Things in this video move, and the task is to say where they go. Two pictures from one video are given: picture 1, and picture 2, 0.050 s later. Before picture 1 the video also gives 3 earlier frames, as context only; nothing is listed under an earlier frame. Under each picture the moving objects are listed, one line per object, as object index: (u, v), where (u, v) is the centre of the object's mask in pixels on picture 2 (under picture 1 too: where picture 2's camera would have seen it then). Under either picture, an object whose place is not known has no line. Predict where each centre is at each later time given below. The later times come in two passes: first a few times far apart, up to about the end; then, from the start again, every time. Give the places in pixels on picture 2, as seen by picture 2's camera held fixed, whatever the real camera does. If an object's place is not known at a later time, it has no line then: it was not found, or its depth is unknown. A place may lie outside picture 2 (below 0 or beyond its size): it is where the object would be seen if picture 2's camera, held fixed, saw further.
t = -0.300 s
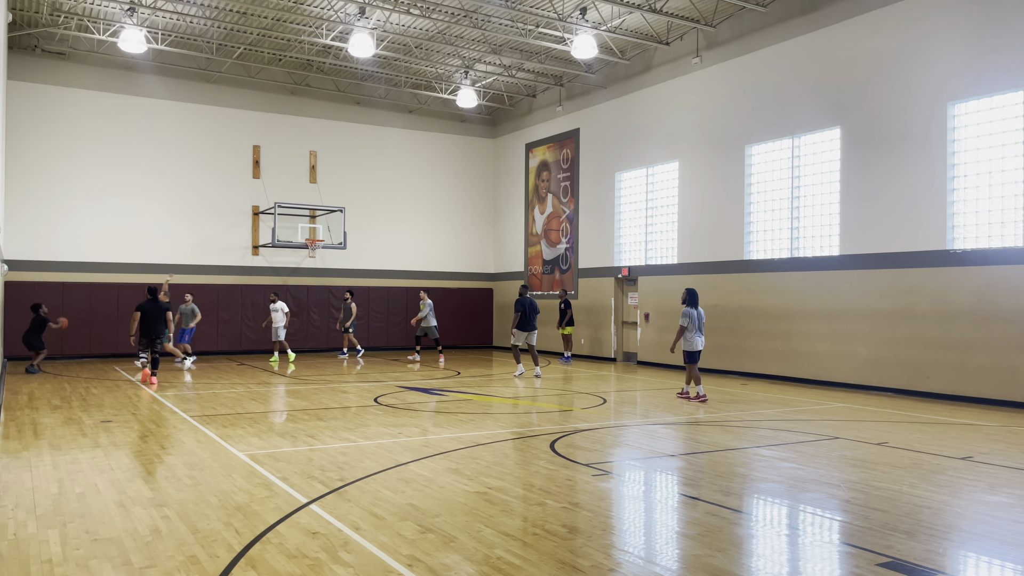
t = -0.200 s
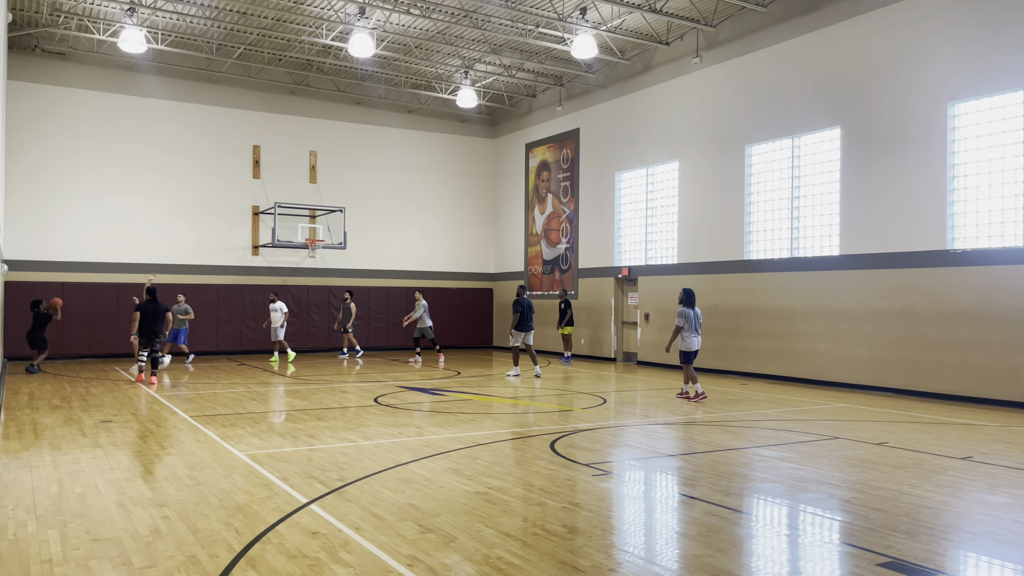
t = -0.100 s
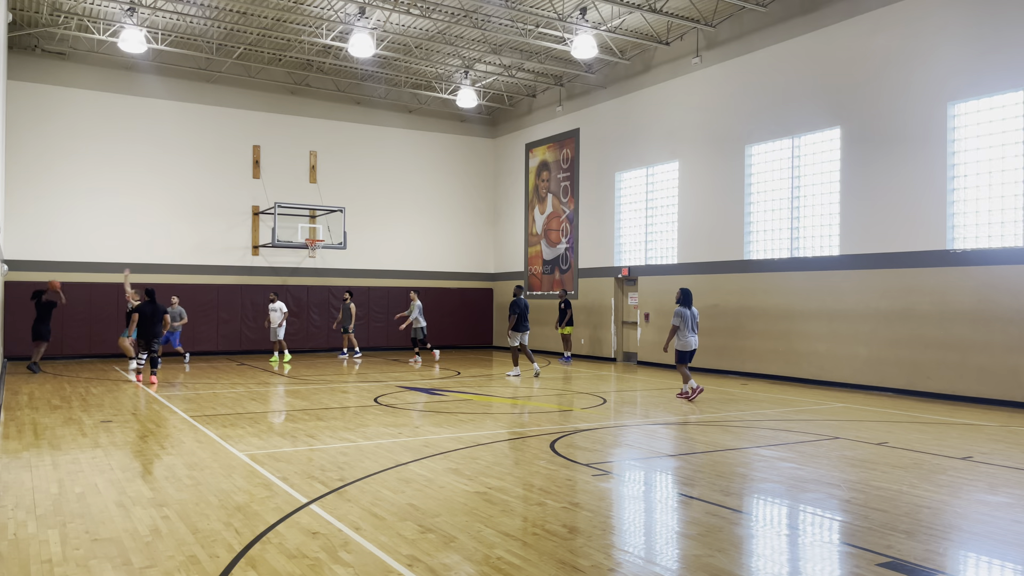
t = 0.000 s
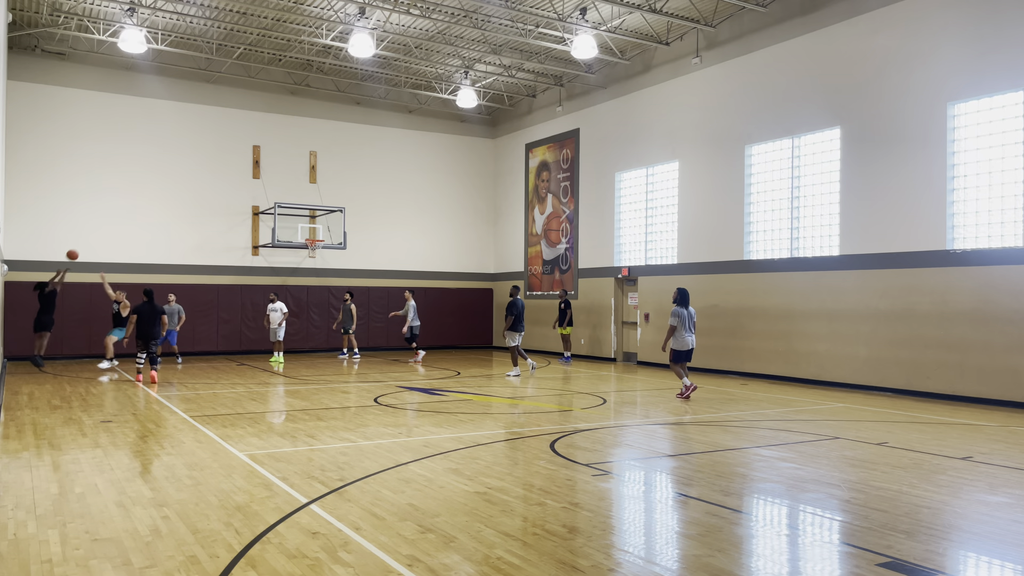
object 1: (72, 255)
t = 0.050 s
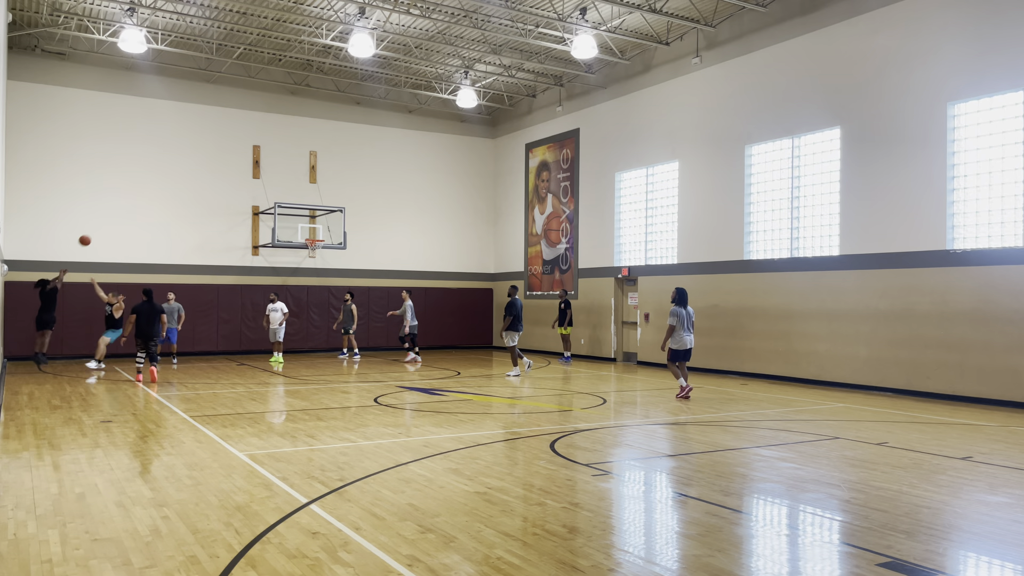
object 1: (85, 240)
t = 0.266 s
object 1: (136, 193)
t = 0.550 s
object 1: (195, 168)
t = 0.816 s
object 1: (246, 174)
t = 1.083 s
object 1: (291, 208)
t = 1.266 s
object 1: (320, 243)
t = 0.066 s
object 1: (89, 236)
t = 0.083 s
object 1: (93, 231)
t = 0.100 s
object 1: (97, 227)
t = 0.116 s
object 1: (101, 223)
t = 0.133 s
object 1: (105, 219)
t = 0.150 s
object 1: (109, 215)
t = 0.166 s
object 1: (113, 212)
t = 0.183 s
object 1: (117, 208)
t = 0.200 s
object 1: (121, 205)
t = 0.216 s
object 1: (124, 202)
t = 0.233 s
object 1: (128, 199)
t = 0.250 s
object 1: (132, 196)
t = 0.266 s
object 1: (136, 193)
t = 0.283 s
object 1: (139, 191)
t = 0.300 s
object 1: (143, 188)
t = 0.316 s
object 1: (147, 186)
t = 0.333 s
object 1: (150, 184)
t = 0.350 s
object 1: (154, 182)
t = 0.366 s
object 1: (157, 180)
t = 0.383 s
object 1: (161, 178)
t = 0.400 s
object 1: (165, 177)
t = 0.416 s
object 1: (168, 175)
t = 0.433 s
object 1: (171, 174)
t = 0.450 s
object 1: (175, 173)
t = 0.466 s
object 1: (178, 171)
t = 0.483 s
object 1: (182, 170)
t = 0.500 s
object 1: (185, 170)
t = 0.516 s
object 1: (189, 169)
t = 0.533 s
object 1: (192, 168)
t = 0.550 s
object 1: (195, 168)
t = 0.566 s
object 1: (199, 167)
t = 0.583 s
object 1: (202, 167)
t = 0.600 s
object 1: (205, 166)
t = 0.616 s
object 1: (208, 166)
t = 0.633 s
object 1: (212, 166)
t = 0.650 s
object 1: (215, 167)
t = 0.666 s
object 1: (218, 167)
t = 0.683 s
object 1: (221, 167)
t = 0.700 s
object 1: (224, 168)
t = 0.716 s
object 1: (227, 168)
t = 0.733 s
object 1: (231, 169)
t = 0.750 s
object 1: (234, 170)
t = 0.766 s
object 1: (237, 171)
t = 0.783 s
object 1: (240, 172)
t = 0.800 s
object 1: (243, 173)
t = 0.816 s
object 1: (246, 174)
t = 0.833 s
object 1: (249, 176)
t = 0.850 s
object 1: (252, 177)
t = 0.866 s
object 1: (254, 179)
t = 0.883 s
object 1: (258, 181)
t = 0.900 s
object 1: (260, 182)
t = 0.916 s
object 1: (263, 184)
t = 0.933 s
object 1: (266, 186)
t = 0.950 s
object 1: (269, 188)
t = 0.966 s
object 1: (272, 190)
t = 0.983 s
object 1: (274, 193)
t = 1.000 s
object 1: (277, 195)
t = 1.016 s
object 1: (280, 197)
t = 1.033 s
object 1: (283, 200)
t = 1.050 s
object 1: (286, 203)
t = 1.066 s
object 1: (289, 205)
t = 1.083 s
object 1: (291, 208)
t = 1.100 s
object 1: (294, 211)
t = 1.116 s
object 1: (296, 214)
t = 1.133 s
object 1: (299, 217)
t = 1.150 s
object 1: (302, 220)
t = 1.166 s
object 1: (304, 223)
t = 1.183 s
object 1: (307, 226)
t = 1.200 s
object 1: (310, 230)
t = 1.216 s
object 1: (312, 233)
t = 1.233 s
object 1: (315, 236)
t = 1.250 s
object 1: (318, 238)
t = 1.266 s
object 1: (320, 243)
